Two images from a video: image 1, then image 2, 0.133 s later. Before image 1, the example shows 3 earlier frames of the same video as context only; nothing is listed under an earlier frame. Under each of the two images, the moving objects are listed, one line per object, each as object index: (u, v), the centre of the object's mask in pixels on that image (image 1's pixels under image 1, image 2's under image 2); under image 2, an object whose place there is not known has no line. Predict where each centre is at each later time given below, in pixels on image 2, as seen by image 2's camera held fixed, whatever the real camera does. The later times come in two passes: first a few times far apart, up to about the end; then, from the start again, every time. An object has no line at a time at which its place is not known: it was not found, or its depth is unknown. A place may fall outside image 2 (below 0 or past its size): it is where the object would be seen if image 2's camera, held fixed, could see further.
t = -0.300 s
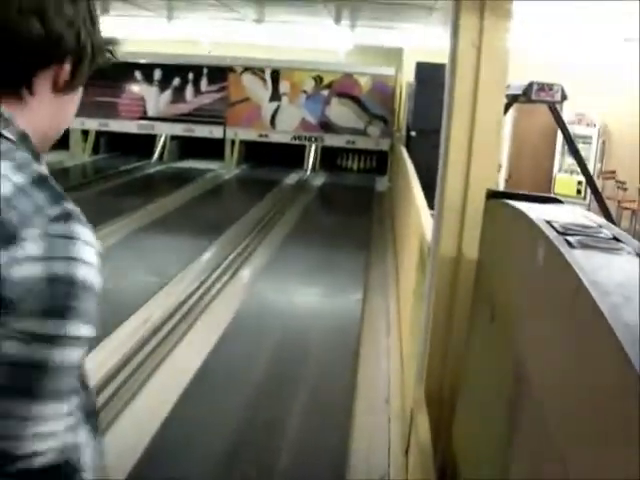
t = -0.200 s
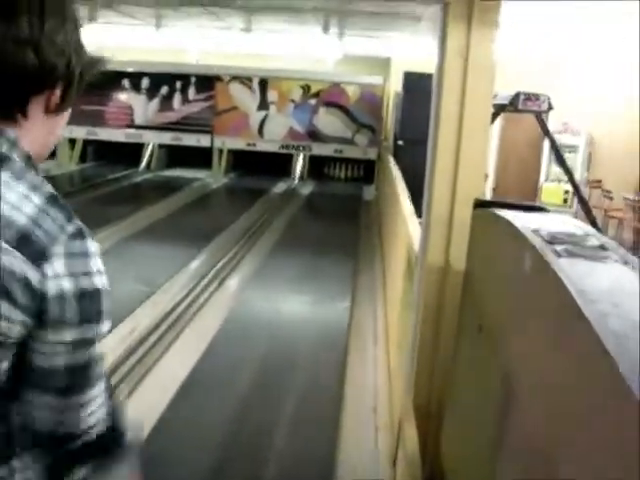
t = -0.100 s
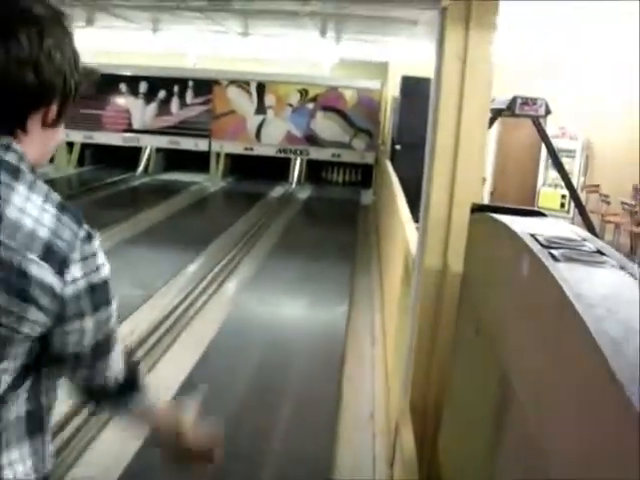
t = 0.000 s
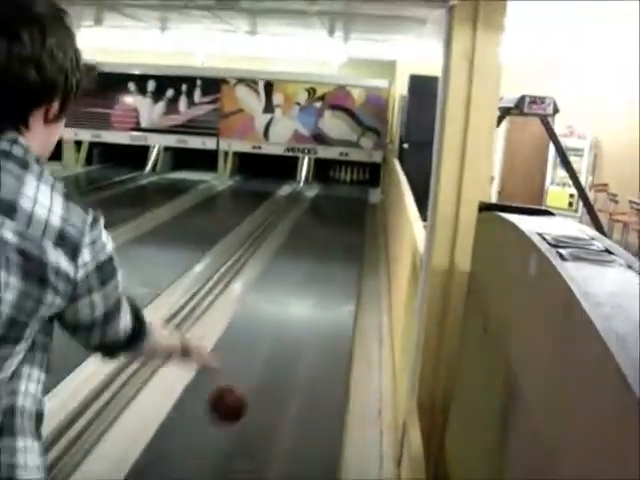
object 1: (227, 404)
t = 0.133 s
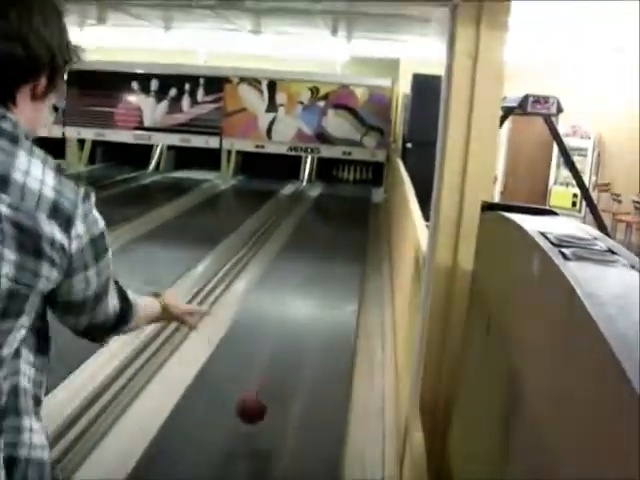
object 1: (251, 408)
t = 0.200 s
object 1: (258, 412)
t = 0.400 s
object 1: (276, 352)
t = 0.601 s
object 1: (287, 313)
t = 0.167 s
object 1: (254, 415)
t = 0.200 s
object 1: (258, 412)
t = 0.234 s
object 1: (263, 395)
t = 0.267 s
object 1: (266, 380)
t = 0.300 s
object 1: (269, 370)
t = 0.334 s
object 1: (272, 362)
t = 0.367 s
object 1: (275, 356)
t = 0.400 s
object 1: (276, 352)
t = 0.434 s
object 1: (280, 344)
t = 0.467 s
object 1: (281, 337)
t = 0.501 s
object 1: (283, 330)
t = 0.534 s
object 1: (284, 324)
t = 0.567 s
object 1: (286, 319)
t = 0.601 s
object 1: (287, 313)
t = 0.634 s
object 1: (289, 306)
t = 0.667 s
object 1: (290, 302)
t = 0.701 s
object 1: (291, 297)
